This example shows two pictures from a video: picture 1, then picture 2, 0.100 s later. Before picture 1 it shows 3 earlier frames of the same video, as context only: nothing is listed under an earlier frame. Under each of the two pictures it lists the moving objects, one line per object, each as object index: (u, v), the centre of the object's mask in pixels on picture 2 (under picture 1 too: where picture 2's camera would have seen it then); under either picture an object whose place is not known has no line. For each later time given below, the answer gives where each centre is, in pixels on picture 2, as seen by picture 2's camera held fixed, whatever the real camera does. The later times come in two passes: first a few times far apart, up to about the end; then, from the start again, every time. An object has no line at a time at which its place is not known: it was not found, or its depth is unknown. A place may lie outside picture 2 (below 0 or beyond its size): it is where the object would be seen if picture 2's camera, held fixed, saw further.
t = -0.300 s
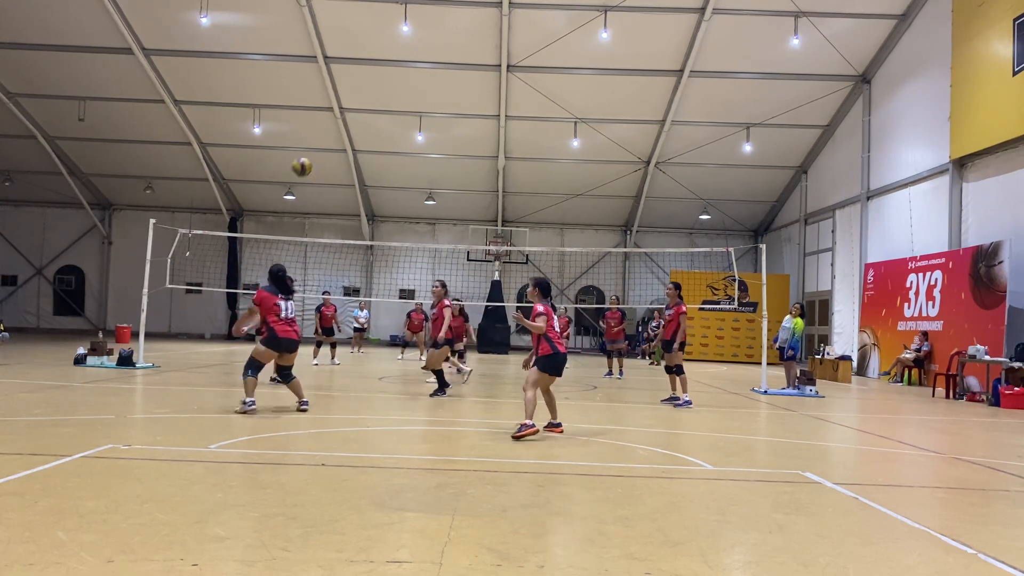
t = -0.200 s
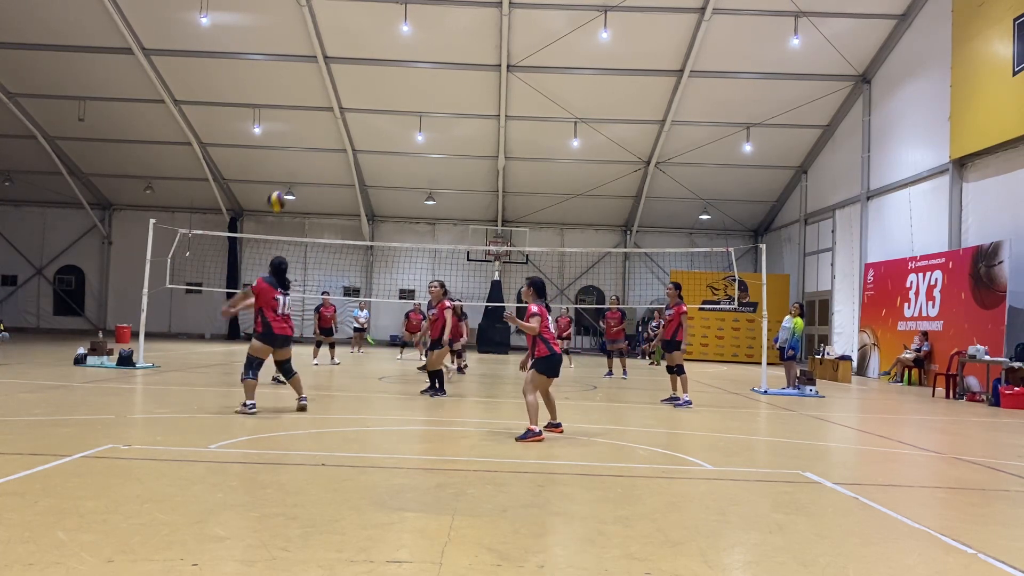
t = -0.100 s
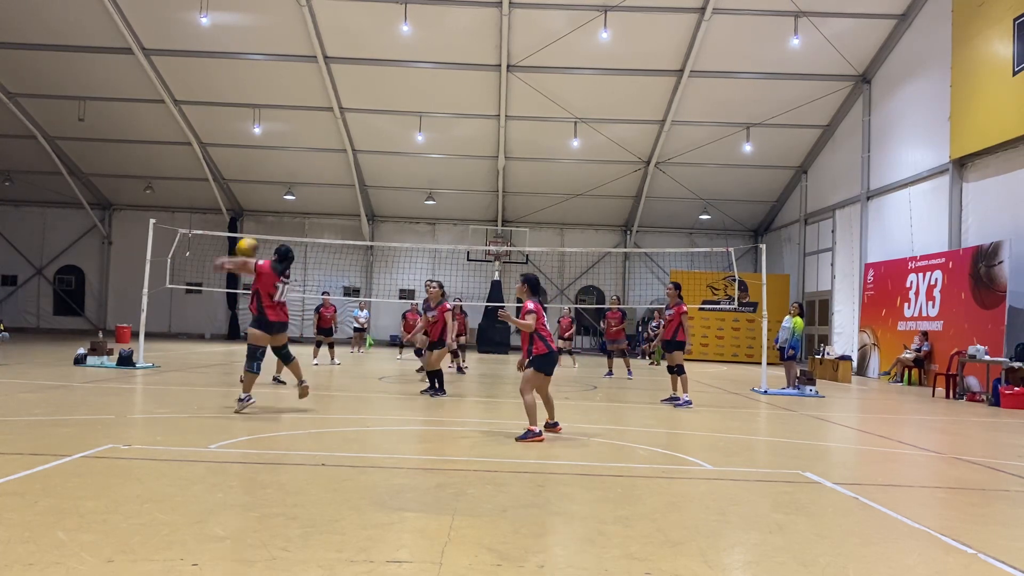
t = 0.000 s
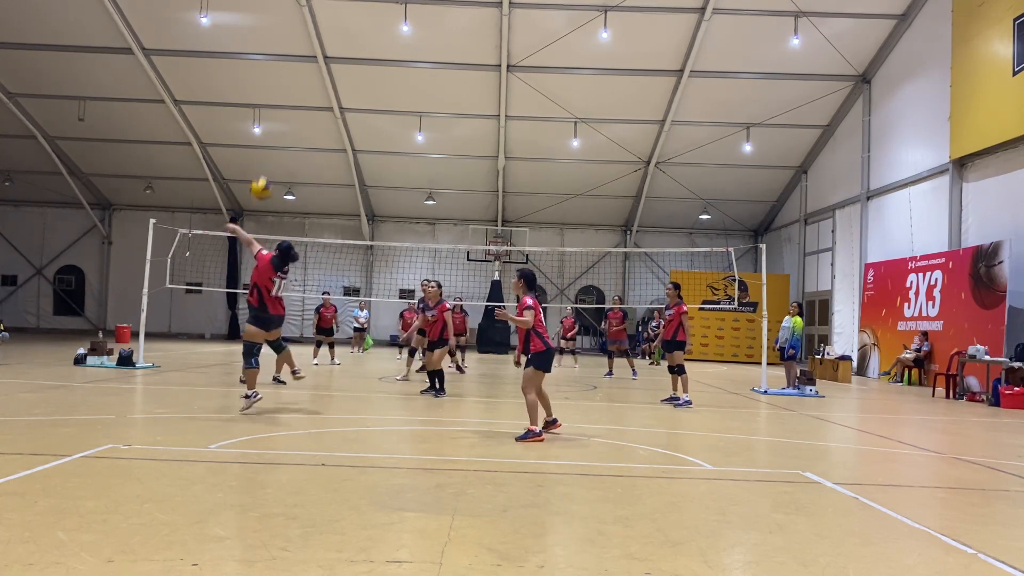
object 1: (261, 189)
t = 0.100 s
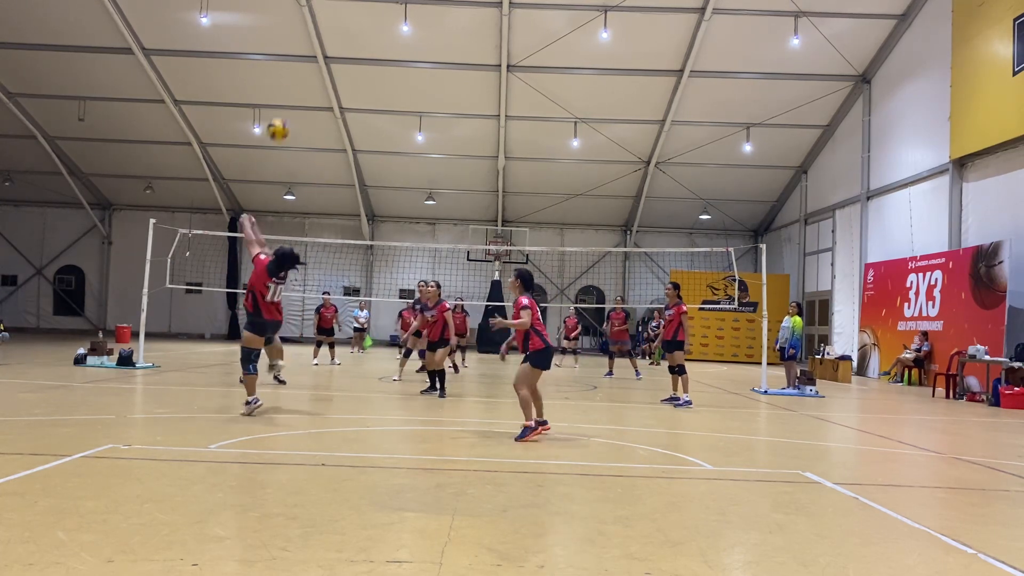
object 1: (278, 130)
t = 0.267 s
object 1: (303, 57)
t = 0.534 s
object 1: (337, 5)
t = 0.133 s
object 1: (283, 112)
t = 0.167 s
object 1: (288, 96)
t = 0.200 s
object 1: (293, 83)
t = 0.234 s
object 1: (298, 69)
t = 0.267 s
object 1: (303, 57)
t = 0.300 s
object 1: (308, 47)
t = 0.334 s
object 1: (312, 37)
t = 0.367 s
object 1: (316, 28)
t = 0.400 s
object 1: (320, 21)
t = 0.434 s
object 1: (325, 15)
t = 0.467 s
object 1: (329, 10)
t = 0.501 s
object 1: (333, 7)
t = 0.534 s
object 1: (337, 5)
